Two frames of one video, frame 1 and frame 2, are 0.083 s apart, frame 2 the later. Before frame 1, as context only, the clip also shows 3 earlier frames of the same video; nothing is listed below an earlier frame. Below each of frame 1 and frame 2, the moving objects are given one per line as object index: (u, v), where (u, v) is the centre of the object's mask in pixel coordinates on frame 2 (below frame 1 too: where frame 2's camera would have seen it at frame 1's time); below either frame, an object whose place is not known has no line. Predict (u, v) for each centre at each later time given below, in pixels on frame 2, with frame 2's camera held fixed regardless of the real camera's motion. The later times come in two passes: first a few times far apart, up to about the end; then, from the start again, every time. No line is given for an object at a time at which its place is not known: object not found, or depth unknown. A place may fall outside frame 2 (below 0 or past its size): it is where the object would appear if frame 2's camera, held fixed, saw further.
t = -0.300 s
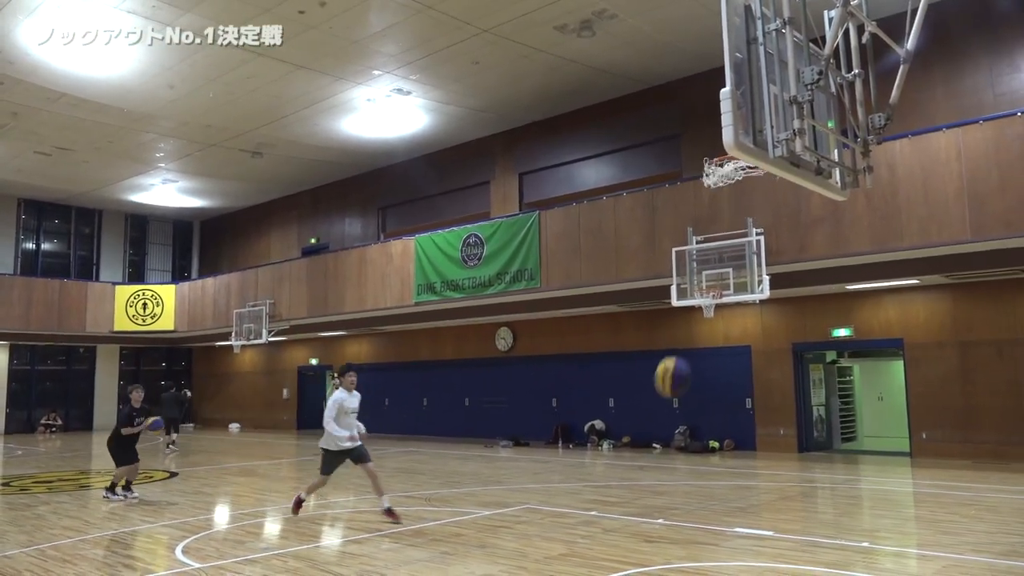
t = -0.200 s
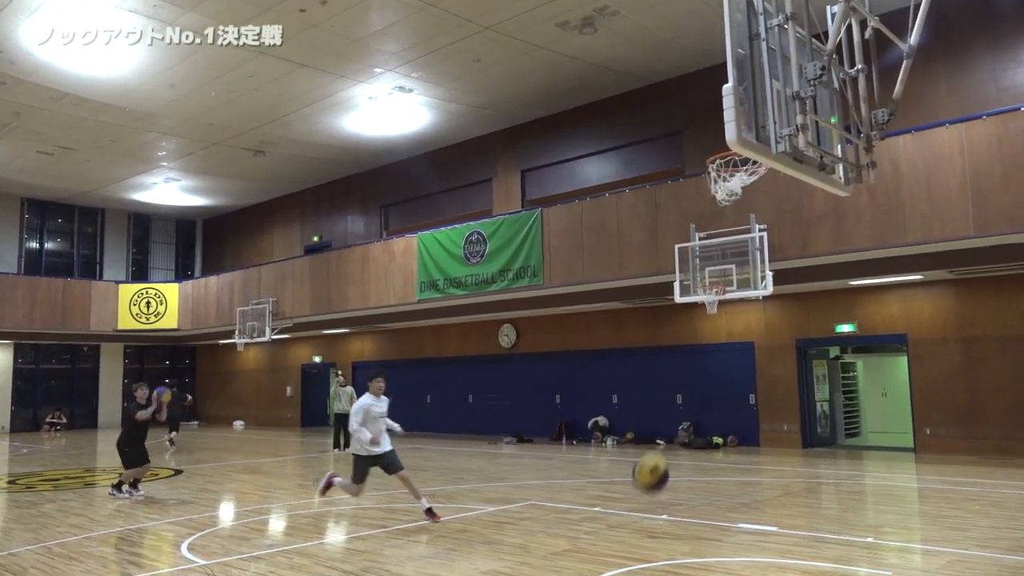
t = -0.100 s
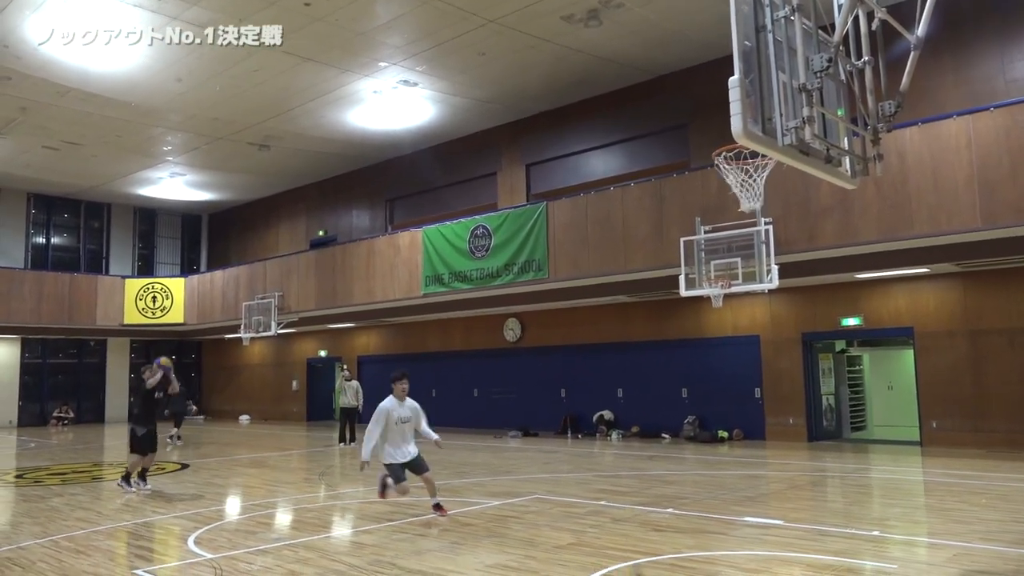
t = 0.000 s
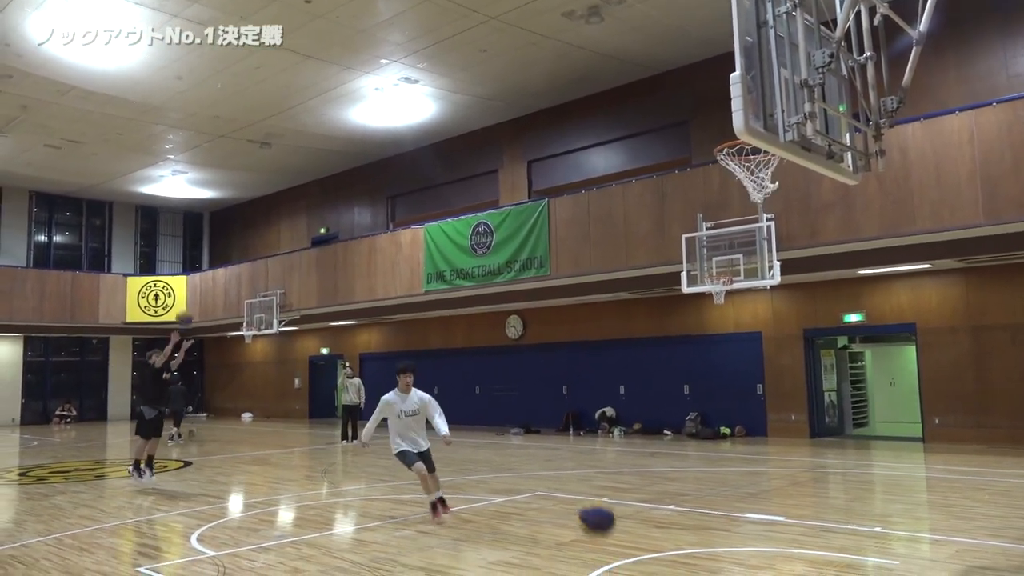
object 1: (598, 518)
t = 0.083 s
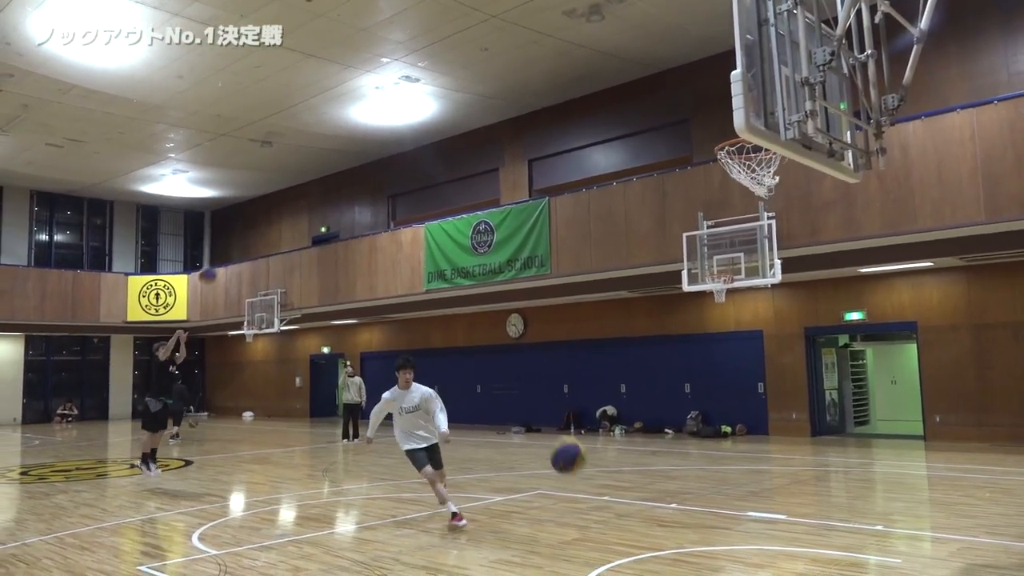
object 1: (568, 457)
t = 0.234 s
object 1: (516, 376)
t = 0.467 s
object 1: (441, 321)
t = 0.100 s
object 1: (562, 444)
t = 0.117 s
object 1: (555, 434)
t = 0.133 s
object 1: (549, 424)
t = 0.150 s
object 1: (544, 415)
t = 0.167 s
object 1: (538, 406)
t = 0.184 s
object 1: (532, 398)
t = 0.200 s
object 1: (527, 390)
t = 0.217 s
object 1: (521, 383)
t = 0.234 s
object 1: (516, 376)
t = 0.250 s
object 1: (510, 369)
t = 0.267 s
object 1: (505, 363)
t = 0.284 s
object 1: (499, 357)
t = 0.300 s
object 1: (494, 352)
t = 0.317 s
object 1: (488, 347)
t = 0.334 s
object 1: (483, 343)
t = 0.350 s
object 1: (477, 339)
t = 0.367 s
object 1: (472, 335)
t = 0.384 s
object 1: (467, 332)
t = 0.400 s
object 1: (461, 329)
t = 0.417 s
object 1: (456, 327)
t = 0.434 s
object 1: (451, 325)
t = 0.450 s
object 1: (446, 323)
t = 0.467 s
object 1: (441, 321)
